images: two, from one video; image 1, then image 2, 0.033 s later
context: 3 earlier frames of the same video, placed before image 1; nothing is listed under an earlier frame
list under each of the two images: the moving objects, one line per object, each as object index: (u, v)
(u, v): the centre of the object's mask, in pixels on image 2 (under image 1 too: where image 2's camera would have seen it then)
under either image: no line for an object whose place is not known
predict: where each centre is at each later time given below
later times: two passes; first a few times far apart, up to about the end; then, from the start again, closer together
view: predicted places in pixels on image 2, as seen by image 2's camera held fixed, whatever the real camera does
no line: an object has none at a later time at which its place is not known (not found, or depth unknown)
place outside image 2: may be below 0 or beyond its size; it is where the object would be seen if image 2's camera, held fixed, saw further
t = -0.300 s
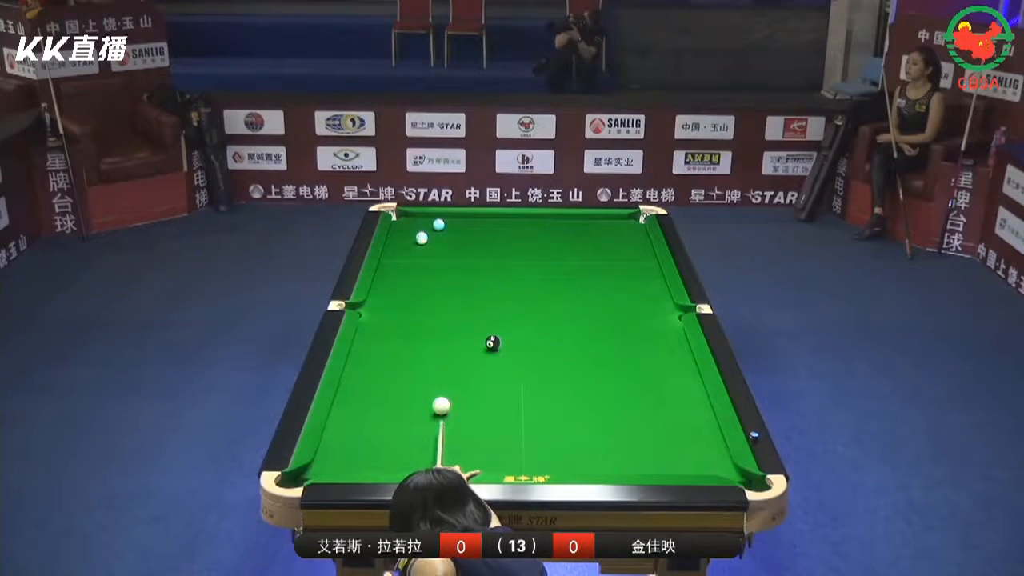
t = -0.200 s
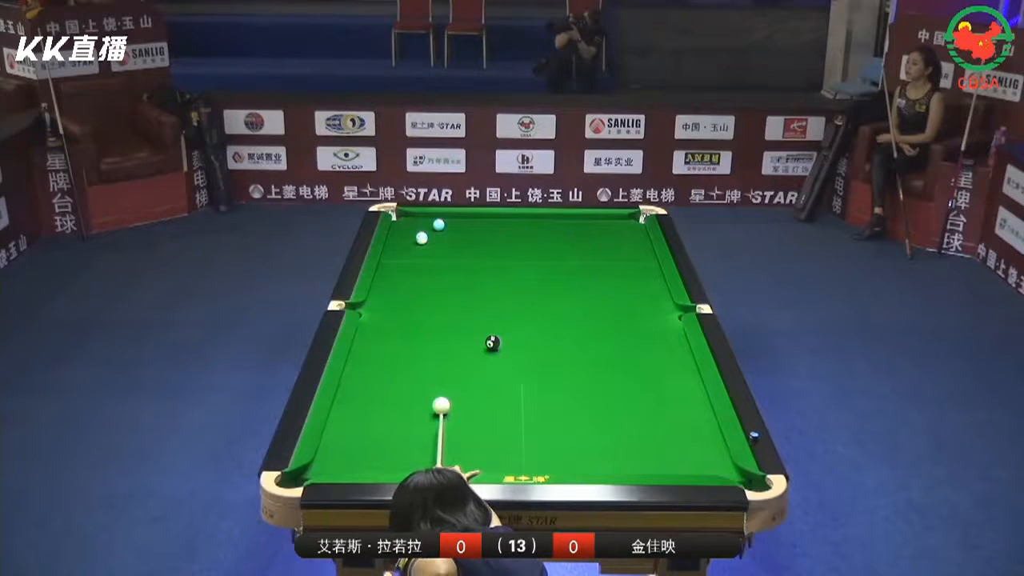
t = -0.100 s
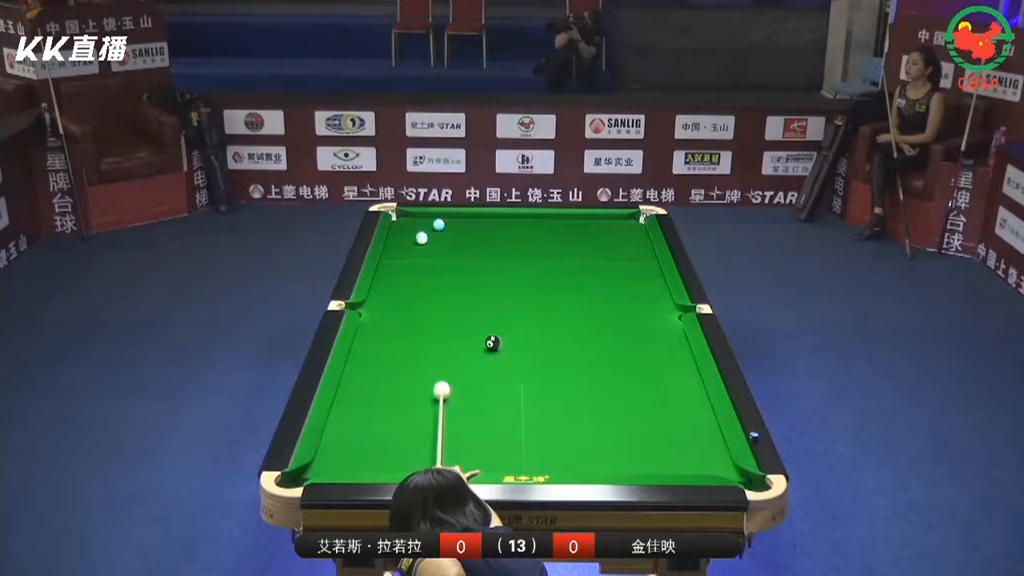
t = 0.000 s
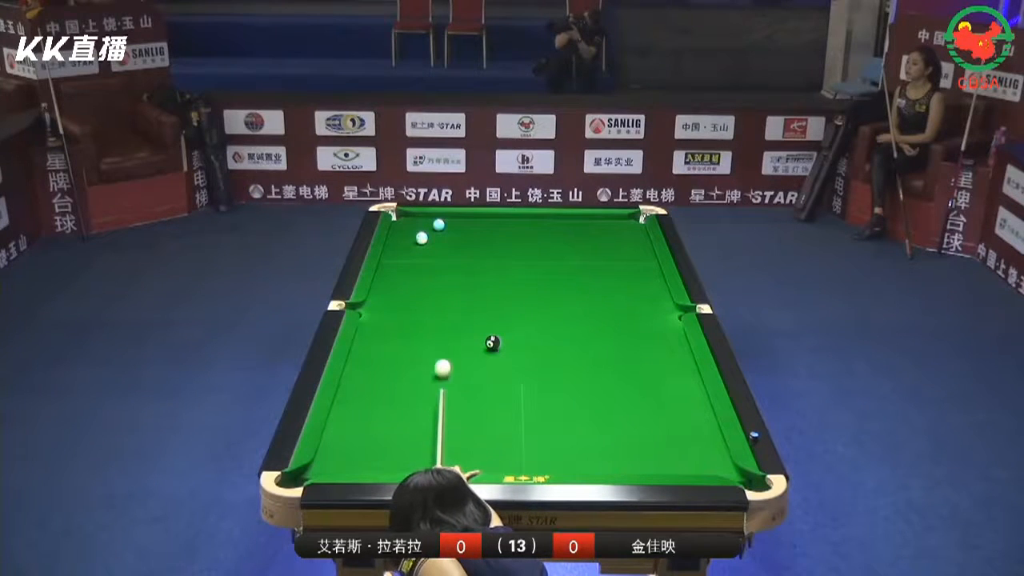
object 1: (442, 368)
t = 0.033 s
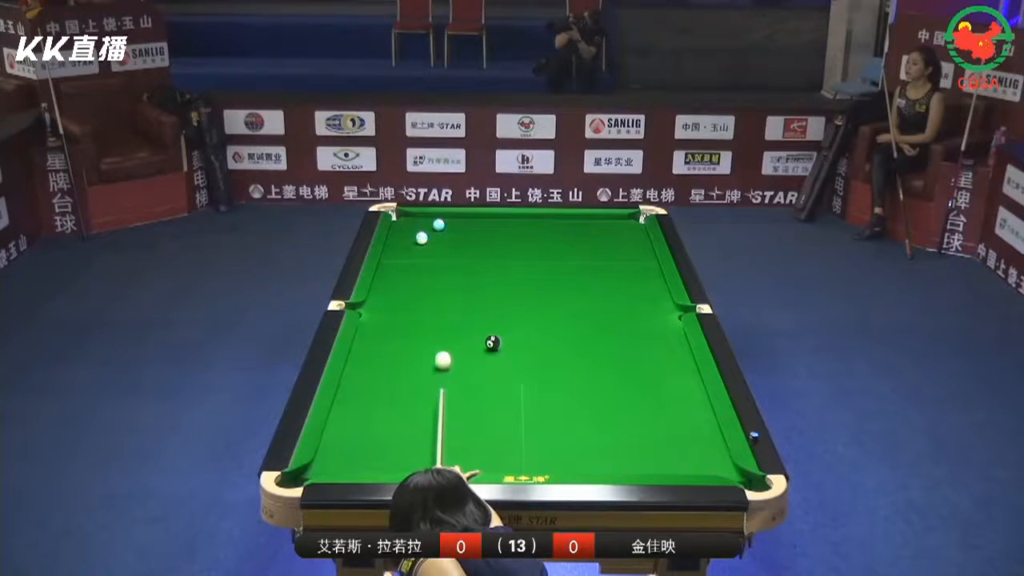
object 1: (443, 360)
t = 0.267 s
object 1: (444, 319)
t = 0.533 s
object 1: (446, 277)
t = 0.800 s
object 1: (447, 244)
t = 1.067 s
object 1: (461, 221)
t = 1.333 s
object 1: (486, 224)
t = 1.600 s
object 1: (507, 235)
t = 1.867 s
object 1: (529, 246)
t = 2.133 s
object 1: (553, 259)
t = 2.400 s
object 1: (576, 272)
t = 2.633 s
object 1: (598, 283)
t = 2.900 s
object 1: (622, 296)
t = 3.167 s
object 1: (646, 309)
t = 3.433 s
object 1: (670, 323)
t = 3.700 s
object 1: (668, 334)
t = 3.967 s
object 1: (660, 344)
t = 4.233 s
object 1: (652, 356)
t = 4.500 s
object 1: (644, 366)
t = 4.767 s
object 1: (637, 376)
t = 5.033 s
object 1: (629, 386)
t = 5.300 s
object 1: (621, 395)
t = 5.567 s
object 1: (614, 404)
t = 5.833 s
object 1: (606, 413)
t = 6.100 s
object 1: (599, 421)
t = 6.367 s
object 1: (592, 429)
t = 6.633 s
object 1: (586, 436)
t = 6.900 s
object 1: (581, 441)
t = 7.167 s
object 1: (576, 448)
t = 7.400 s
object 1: (572, 452)
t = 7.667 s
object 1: (568, 457)
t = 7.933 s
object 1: (564, 460)
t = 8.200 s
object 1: (561, 463)
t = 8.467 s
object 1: (558, 464)
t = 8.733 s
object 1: (557, 464)
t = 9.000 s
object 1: (557, 465)
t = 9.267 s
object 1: (557, 465)
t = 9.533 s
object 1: (557, 465)
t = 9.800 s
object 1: (557, 465)
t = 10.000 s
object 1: (557, 465)
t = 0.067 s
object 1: (443, 356)
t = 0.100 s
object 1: (443, 349)
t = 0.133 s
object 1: (443, 341)
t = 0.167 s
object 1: (444, 338)
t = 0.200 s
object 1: (444, 330)
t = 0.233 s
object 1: (444, 323)
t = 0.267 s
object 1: (444, 319)
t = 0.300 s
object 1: (444, 313)
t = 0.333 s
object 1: (445, 306)
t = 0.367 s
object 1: (445, 303)
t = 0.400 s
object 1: (445, 297)
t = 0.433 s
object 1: (445, 291)
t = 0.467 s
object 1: (445, 289)
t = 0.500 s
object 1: (446, 282)
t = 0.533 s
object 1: (446, 277)
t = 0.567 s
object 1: (446, 274)
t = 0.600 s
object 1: (446, 269)
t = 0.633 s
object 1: (446, 264)
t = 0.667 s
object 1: (446, 261)
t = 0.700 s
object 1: (446, 256)
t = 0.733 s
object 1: (446, 252)
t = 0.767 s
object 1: (447, 249)
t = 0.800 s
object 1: (447, 244)
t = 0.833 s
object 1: (447, 240)
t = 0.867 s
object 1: (447, 238)
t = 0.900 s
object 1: (447, 233)
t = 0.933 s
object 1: (447, 229)
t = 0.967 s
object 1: (448, 227)
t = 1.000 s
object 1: (453, 225)
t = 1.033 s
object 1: (459, 222)
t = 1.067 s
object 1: (461, 221)
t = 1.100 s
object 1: (465, 218)
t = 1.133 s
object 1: (470, 216)
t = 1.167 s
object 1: (472, 215)
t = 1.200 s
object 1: (475, 217)
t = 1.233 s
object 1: (478, 219)
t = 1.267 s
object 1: (480, 220)
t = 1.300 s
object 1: (483, 222)
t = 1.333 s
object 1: (486, 224)
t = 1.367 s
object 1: (488, 225)
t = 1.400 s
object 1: (491, 226)
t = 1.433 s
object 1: (494, 228)
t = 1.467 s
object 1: (496, 229)
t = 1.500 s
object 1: (499, 231)
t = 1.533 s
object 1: (502, 232)
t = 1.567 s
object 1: (504, 233)
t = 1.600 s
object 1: (507, 235)
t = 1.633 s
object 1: (511, 237)
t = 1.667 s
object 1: (513, 238)
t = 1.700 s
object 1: (516, 239)
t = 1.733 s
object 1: (519, 241)
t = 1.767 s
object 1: (521, 242)
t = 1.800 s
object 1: (524, 243)
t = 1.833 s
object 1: (528, 245)
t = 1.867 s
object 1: (529, 246)
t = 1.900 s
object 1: (533, 248)
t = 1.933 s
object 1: (536, 250)
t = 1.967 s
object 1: (538, 251)
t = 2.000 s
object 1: (541, 253)
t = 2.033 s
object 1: (545, 255)
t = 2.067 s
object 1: (546, 255)
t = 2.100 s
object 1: (550, 257)
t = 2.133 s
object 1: (553, 259)
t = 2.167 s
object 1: (555, 260)
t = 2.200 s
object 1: (559, 262)
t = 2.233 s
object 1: (562, 264)
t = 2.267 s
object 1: (564, 265)
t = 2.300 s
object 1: (567, 267)
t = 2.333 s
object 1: (571, 269)
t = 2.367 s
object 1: (573, 270)
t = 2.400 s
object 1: (576, 272)
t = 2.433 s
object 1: (580, 273)
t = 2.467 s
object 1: (581, 274)
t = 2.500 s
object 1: (585, 276)
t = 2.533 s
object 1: (589, 278)
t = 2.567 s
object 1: (591, 279)
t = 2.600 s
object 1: (594, 281)
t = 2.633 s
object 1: (598, 283)
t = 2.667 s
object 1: (600, 284)
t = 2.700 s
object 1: (603, 286)
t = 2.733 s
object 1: (607, 288)
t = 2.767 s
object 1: (609, 289)
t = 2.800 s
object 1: (613, 291)
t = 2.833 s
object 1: (616, 293)
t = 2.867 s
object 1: (618, 294)
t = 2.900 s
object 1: (622, 296)
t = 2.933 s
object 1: (626, 298)
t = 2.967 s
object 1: (628, 299)
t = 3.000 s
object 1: (631, 301)
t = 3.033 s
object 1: (635, 303)
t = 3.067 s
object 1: (637, 304)
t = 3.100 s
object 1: (641, 306)
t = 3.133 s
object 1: (644, 308)
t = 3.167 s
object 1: (646, 309)
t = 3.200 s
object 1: (648, 311)
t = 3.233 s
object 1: (653, 313)
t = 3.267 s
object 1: (656, 313)
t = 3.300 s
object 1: (660, 315)
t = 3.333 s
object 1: (664, 318)
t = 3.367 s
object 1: (666, 319)
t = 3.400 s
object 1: (669, 321)
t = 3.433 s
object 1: (670, 323)
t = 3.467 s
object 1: (673, 324)
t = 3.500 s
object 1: (674, 326)
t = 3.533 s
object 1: (673, 327)
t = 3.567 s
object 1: (672, 328)
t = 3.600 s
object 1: (671, 330)
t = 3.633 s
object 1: (670, 332)
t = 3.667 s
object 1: (669, 333)
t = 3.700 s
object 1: (668, 334)
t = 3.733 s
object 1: (667, 336)
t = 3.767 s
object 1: (667, 336)
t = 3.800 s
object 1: (665, 338)
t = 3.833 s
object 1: (664, 340)
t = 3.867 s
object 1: (663, 341)
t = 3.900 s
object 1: (662, 342)
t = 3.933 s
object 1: (661, 344)
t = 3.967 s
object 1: (660, 344)
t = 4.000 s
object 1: (659, 346)
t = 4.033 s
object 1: (658, 348)
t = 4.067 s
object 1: (657, 349)
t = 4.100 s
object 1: (656, 350)
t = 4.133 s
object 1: (655, 352)
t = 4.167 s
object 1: (654, 352)
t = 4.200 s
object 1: (653, 354)
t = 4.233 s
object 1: (652, 356)
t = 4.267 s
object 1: (652, 356)
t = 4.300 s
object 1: (650, 358)
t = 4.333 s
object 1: (649, 360)
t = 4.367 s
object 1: (649, 360)
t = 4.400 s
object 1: (647, 362)
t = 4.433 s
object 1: (646, 364)
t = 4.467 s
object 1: (646, 364)
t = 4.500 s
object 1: (644, 366)
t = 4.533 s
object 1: (643, 367)
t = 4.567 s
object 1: (643, 368)
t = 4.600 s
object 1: (642, 370)
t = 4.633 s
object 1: (641, 371)
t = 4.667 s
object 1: (640, 372)
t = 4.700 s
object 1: (639, 374)
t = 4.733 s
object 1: (637, 375)
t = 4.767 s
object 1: (637, 376)
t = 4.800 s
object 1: (636, 377)
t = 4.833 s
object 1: (635, 379)
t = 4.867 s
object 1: (634, 379)
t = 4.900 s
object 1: (633, 381)
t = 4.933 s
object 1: (632, 382)
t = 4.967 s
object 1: (631, 383)
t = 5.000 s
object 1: (630, 385)
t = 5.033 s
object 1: (629, 386)
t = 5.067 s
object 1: (628, 387)
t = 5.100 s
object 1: (627, 388)
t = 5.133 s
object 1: (626, 390)
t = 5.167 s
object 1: (625, 390)
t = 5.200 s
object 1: (624, 392)
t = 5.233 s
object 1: (623, 393)
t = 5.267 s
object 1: (623, 394)
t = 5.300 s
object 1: (621, 395)
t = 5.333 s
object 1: (620, 397)
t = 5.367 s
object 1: (620, 397)
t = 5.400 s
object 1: (618, 399)
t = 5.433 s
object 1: (617, 400)
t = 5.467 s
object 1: (617, 400)
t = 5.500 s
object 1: (616, 402)
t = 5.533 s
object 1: (614, 404)
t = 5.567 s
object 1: (614, 404)
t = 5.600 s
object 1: (613, 405)
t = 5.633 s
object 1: (612, 407)
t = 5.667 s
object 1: (611, 407)
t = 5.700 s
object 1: (610, 409)
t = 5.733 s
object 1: (609, 410)
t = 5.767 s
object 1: (608, 411)
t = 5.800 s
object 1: (607, 412)
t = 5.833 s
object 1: (606, 413)
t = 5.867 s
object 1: (605, 414)
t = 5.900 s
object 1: (604, 415)
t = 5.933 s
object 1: (603, 416)
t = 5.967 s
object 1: (603, 417)
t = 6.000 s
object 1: (602, 418)
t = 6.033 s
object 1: (601, 419)
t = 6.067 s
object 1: (600, 420)
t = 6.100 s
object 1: (599, 421)
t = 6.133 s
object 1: (598, 422)
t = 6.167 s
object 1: (598, 423)
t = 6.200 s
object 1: (597, 424)
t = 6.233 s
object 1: (595, 425)
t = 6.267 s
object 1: (595, 426)
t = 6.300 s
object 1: (594, 427)
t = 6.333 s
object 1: (593, 428)
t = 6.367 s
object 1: (592, 429)
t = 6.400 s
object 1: (591, 430)
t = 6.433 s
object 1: (590, 431)
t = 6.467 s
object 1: (590, 431)
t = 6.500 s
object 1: (589, 432)
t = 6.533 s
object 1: (588, 433)
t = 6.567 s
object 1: (588, 434)
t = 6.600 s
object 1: (587, 435)
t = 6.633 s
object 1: (586, 436)
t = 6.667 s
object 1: (585, 436)
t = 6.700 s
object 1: (585, 437)
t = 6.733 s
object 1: (584, 438)
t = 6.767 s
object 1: (583, 439)
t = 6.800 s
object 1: (582, 440)
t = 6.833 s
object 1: (582, 441)
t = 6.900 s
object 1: (581, 441)
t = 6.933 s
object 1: (580, 442)
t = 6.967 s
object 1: (580, 443)
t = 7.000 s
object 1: (579, 443)
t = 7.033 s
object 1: (578, 444)
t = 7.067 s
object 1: (578, 445)
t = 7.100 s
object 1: (577, 446)
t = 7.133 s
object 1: (576, 447)
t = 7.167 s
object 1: (576, 448)
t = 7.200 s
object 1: (576, 448)
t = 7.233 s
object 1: (575, 449)
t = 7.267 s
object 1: (574, 450)
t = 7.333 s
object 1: (573, 451)
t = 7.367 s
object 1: (572, 451)
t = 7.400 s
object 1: (572, 452)
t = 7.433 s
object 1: (571, 453)
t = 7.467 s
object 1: (571, 453)
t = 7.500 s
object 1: (570, 453)
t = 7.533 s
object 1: (569, 454)
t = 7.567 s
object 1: (569, 455)
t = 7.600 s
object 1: (568, 456)
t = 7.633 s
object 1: (568, 456)
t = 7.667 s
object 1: (568, 457)
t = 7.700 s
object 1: (567, 457)
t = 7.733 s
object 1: (567, 457)
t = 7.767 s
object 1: (566, 458)
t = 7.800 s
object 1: (566, 458)
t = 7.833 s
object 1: (565, 459)
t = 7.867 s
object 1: (565, 459)
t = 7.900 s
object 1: (564, 460)
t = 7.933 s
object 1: (564, 460)
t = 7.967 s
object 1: (563, 461)
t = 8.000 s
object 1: (563, 461)
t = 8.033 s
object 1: (563, 461)
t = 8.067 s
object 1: (562, 462)
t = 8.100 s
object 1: (562, 462)
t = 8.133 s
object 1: (561, 462)
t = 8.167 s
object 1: (561, 462)
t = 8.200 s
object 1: (561, 463)
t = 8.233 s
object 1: (560, 463)
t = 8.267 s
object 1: (560, 463)
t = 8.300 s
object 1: (559, 463)
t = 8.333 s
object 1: (559, 463)
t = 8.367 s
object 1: (559, 464)
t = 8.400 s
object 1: (559, 464)
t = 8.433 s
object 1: (558, 464)
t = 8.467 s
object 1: (558, 464)
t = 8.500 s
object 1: (558, 464)
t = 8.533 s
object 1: (558, 464)
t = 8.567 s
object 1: (558, 464)
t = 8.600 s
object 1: (558, 464)
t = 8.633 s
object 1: (558, 464)
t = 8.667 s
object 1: (557, 464)
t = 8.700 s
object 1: (557, 464)
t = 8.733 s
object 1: (557, 464)
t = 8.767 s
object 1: (557, 465)
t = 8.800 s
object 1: (557, 464)
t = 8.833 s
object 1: (557, 464)
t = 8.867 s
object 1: (557, 465)
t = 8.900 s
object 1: (557, 465)
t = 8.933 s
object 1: (557, 465)
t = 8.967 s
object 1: (557, 465)
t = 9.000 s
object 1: (557, 465)
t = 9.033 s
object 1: (557, 465)
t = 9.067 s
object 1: (557, 465)
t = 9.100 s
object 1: (557, 465)
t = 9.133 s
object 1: (557, 465)
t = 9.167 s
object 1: (557, 465)
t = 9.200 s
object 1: (557, 465)
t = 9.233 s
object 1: (557, 465)
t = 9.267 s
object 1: (557, 465)
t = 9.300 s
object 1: (557, 465)
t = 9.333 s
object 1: (557, 465)
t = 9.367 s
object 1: (557, 465)
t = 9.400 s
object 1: (557, 465)
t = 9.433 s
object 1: (557, 465)
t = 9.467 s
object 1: (557, 465)
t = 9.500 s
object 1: (557, 465)
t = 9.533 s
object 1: (557, 465)
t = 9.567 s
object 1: (557, 465)
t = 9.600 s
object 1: (557, 465)
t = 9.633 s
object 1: (557, 465)
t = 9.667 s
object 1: (557, 465)
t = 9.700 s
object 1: (557, 465)
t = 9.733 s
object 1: (557, 465)
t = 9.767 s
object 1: (557, 465)
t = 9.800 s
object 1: (557, 465)
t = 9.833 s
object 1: (557, 465)
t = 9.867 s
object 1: (557, 465)
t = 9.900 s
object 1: (557, 465)
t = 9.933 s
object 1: (557, 465)
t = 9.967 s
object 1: (557, 465)
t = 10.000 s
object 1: (557, 465)
